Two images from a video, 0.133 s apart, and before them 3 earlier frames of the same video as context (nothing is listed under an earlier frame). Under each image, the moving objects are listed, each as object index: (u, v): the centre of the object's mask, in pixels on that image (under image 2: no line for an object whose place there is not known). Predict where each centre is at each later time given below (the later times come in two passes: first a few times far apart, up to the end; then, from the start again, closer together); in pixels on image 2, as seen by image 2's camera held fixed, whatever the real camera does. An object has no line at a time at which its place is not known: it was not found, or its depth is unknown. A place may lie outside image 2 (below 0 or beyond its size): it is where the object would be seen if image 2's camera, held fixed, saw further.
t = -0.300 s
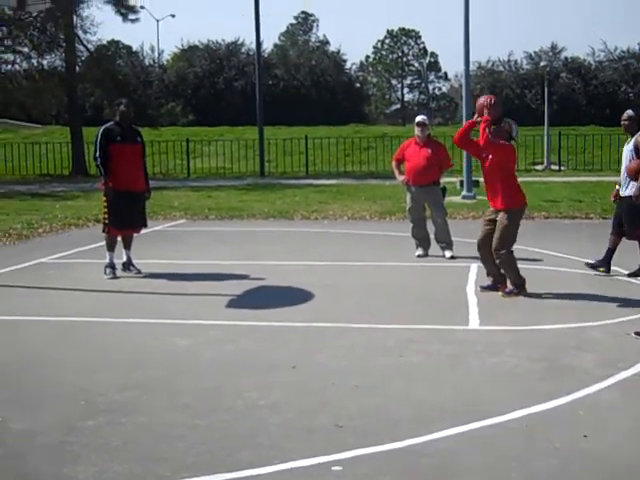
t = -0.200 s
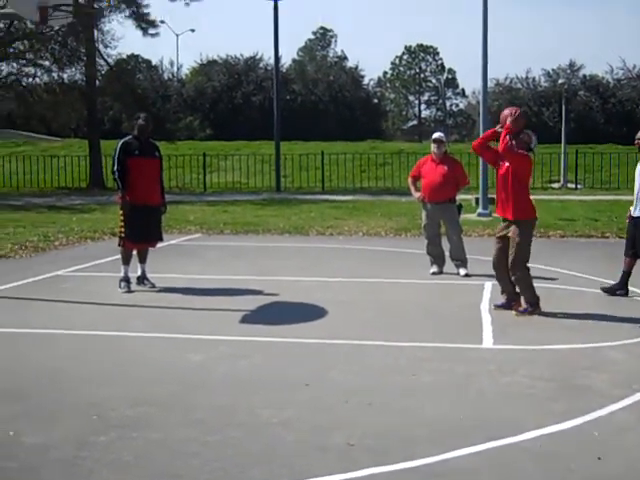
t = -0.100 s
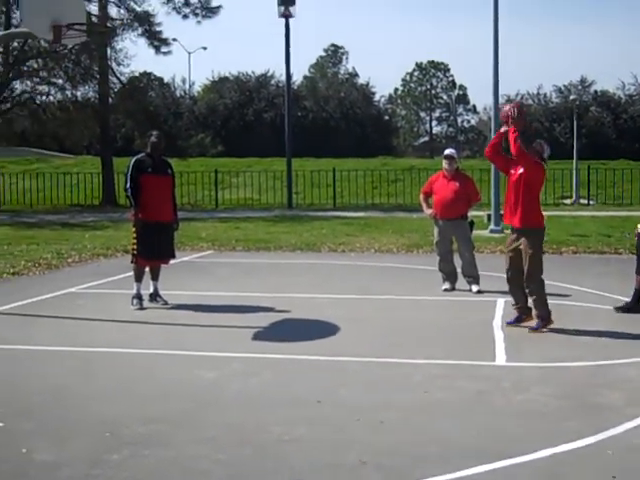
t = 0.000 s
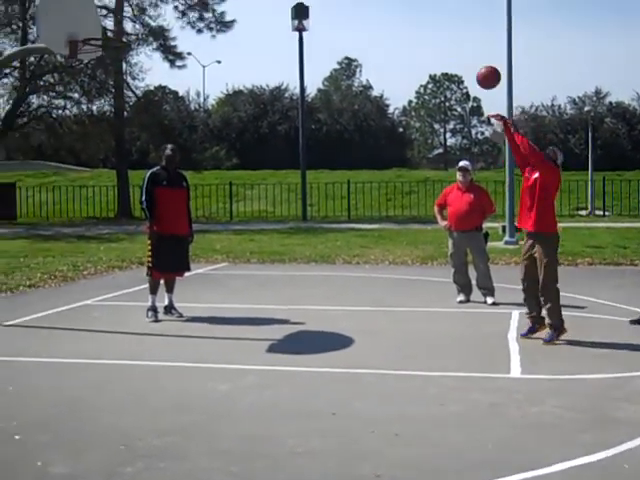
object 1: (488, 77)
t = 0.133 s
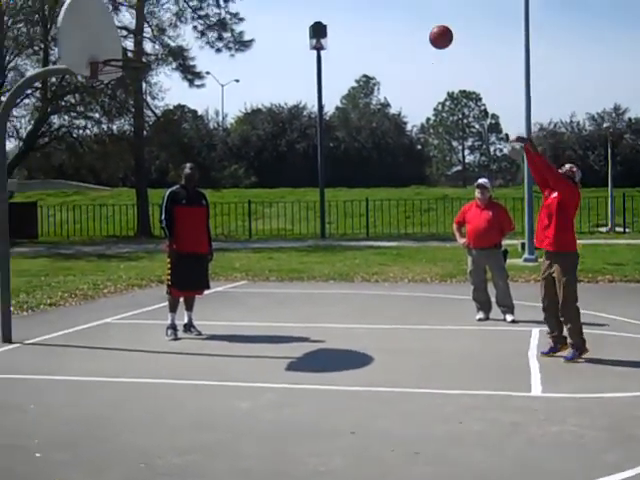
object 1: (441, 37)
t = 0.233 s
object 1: (393, 8)
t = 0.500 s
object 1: (273, -26)
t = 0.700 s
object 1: (190, -4)
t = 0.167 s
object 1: (425, 24)
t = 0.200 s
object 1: (410, 14)
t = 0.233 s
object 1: (393, 8)
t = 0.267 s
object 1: (378, -3)
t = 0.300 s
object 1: (363, -7)
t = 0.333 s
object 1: (347, -12)
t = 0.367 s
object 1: (332, -16)
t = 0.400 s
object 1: (317, -20)
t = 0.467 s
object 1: (286, -24)
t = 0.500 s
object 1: (273, -26)
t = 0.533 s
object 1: (258, -24)
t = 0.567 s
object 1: (245, -23)
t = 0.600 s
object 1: (230, -19)
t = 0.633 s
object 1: (216, -16)
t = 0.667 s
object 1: (202, -11)
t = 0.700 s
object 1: (190, -4)
